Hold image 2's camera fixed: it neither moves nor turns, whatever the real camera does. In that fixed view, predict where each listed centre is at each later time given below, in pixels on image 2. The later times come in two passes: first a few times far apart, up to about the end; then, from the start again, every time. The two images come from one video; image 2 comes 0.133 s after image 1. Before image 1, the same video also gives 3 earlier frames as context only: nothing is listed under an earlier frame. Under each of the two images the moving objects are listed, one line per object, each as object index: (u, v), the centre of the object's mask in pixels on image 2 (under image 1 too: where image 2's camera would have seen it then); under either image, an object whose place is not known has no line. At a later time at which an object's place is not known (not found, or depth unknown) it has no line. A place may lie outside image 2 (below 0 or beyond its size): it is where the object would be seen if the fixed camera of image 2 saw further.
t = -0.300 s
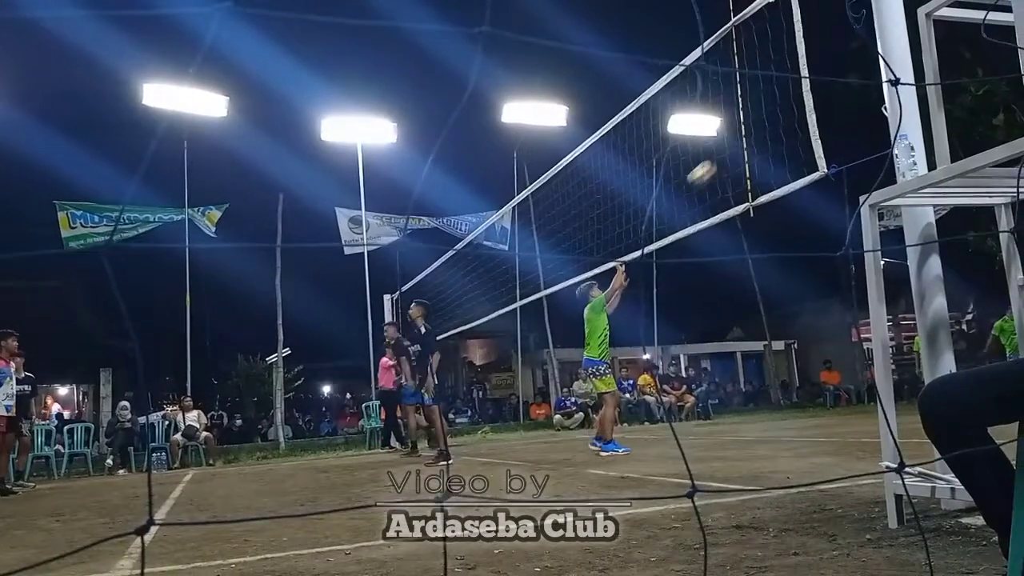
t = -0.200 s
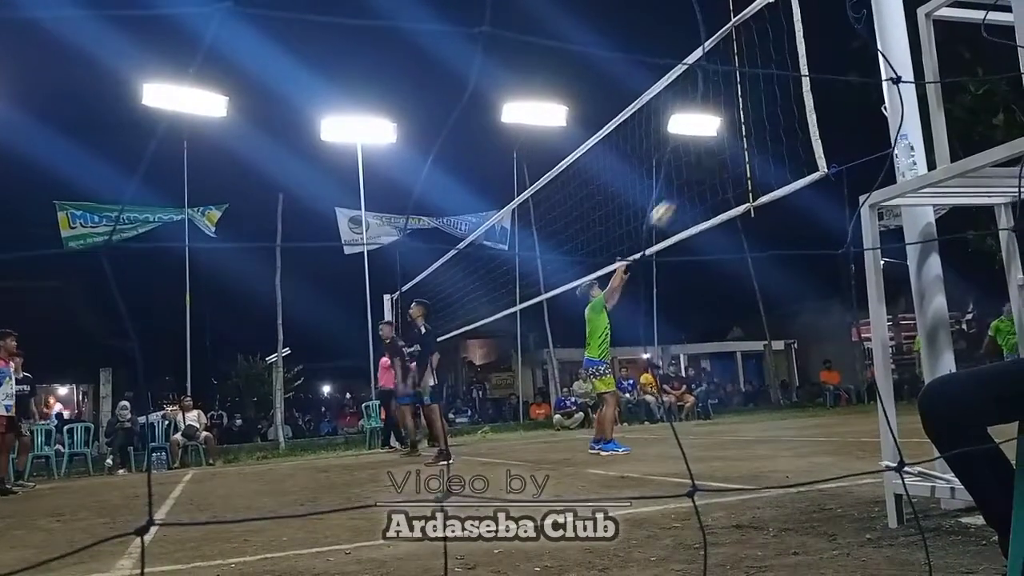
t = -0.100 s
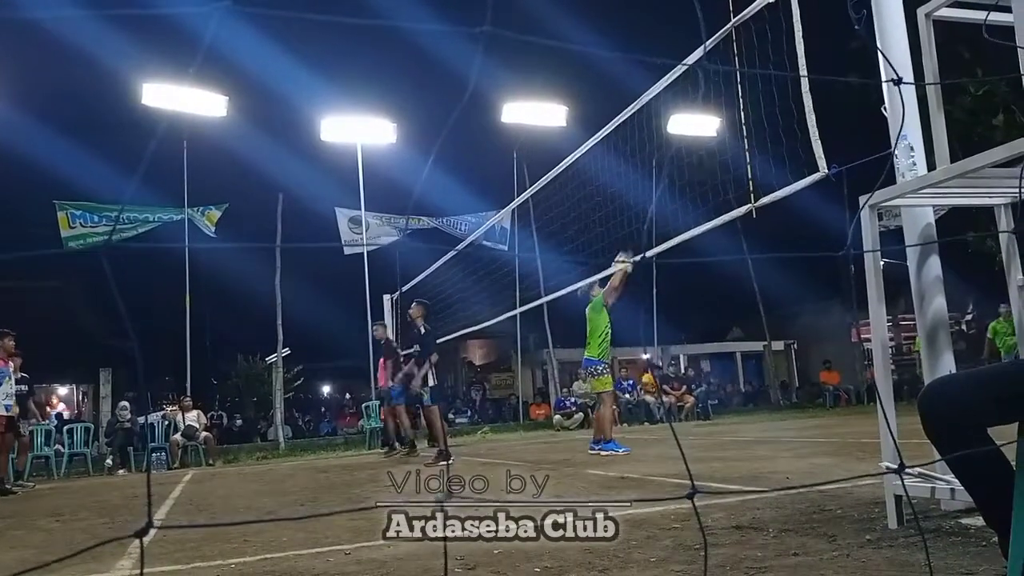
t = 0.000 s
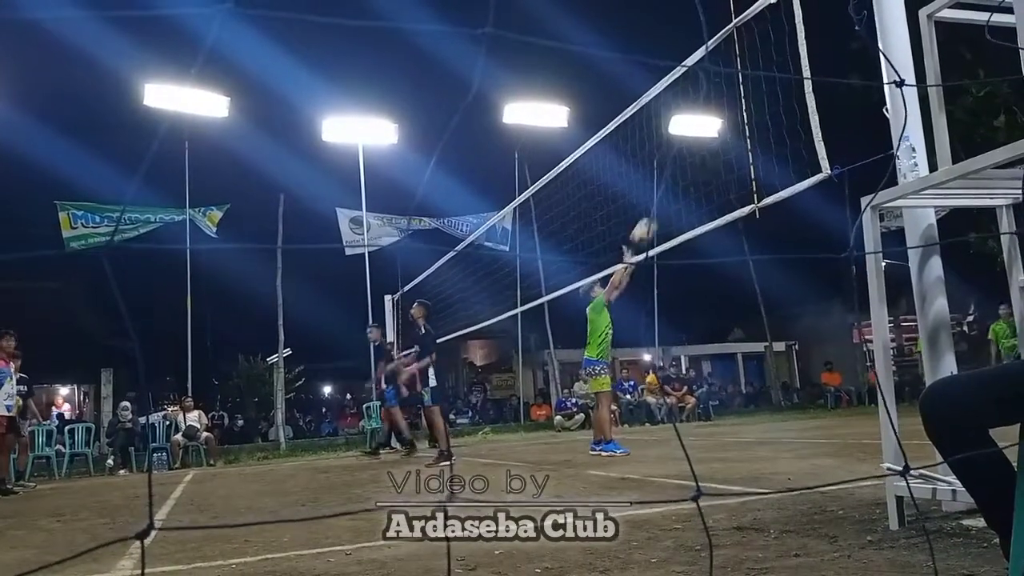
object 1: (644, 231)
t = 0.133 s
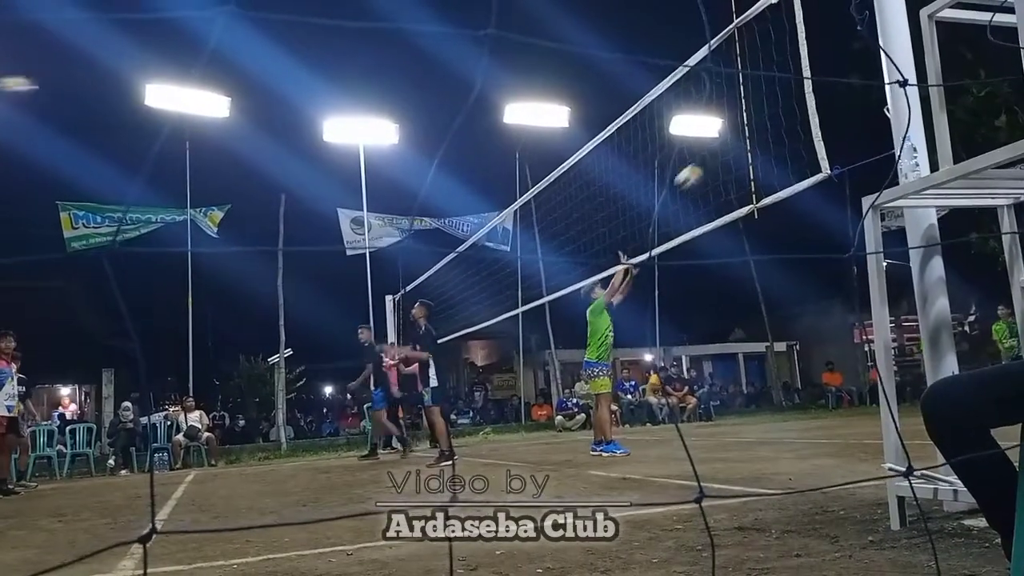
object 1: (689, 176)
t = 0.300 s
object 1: (748, 132)
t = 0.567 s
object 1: (849, 116)
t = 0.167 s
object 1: (700, 166)
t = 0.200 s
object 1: (712, 156)
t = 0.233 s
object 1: (724, 147)
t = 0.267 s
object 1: (735, 138)
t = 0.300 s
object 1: (748, 132)
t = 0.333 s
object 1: (761, 127)
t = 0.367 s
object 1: (773, 121)
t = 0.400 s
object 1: (785, 119)
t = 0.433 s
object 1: (795, 116)
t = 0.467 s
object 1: (809, 113)
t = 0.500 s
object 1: (827, 114)
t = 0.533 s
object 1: (836, 115)
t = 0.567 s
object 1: (849, 116)
